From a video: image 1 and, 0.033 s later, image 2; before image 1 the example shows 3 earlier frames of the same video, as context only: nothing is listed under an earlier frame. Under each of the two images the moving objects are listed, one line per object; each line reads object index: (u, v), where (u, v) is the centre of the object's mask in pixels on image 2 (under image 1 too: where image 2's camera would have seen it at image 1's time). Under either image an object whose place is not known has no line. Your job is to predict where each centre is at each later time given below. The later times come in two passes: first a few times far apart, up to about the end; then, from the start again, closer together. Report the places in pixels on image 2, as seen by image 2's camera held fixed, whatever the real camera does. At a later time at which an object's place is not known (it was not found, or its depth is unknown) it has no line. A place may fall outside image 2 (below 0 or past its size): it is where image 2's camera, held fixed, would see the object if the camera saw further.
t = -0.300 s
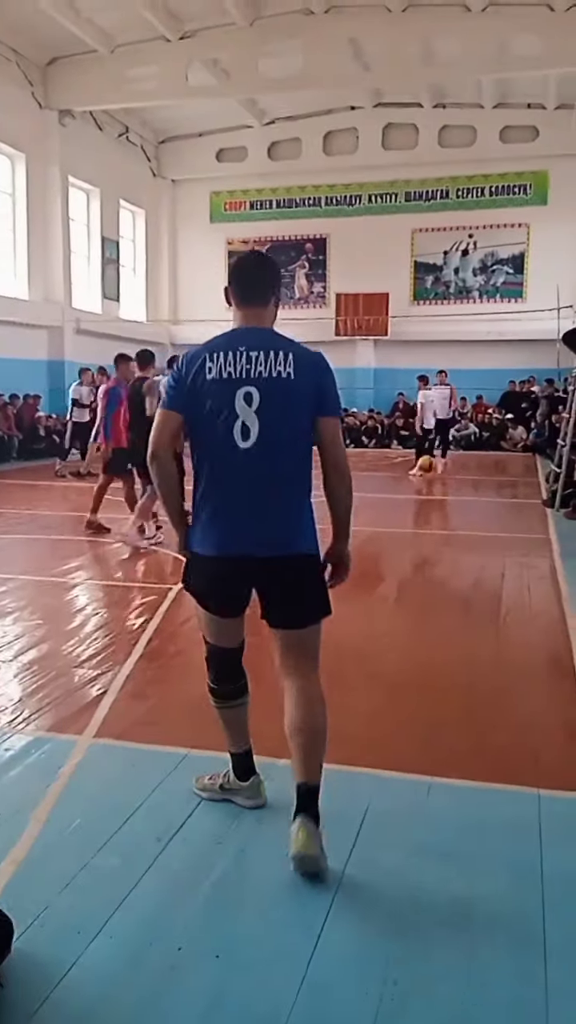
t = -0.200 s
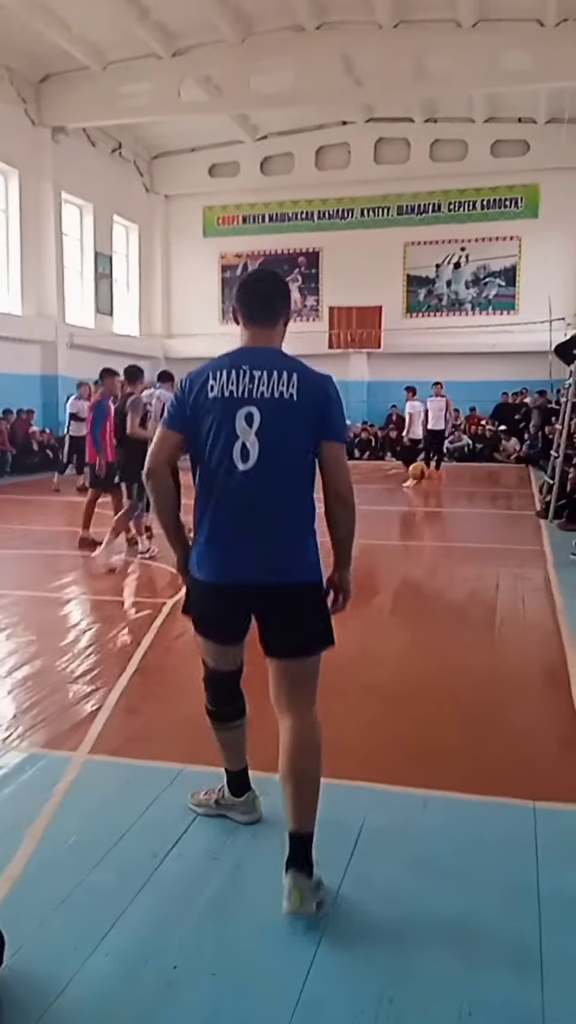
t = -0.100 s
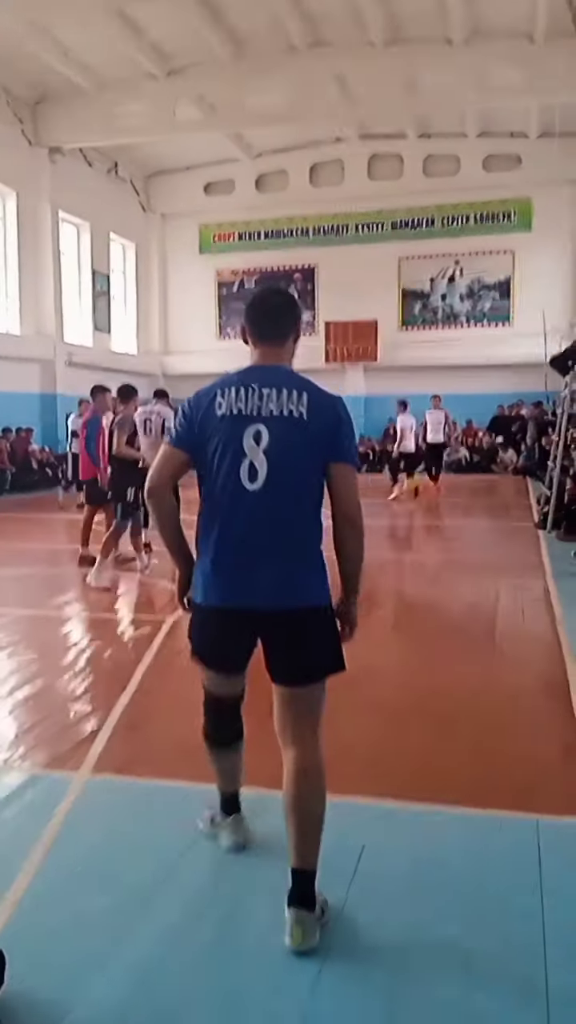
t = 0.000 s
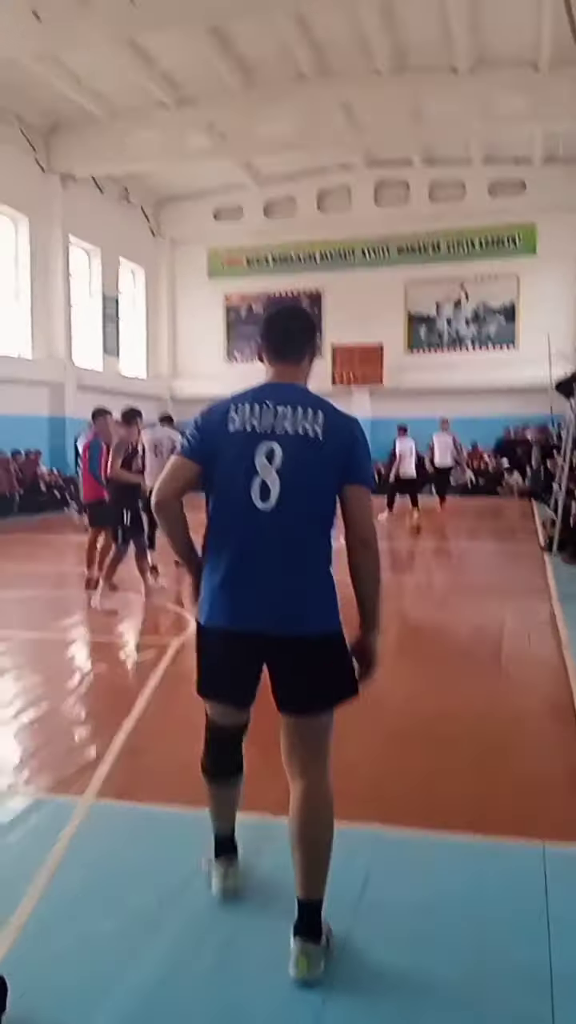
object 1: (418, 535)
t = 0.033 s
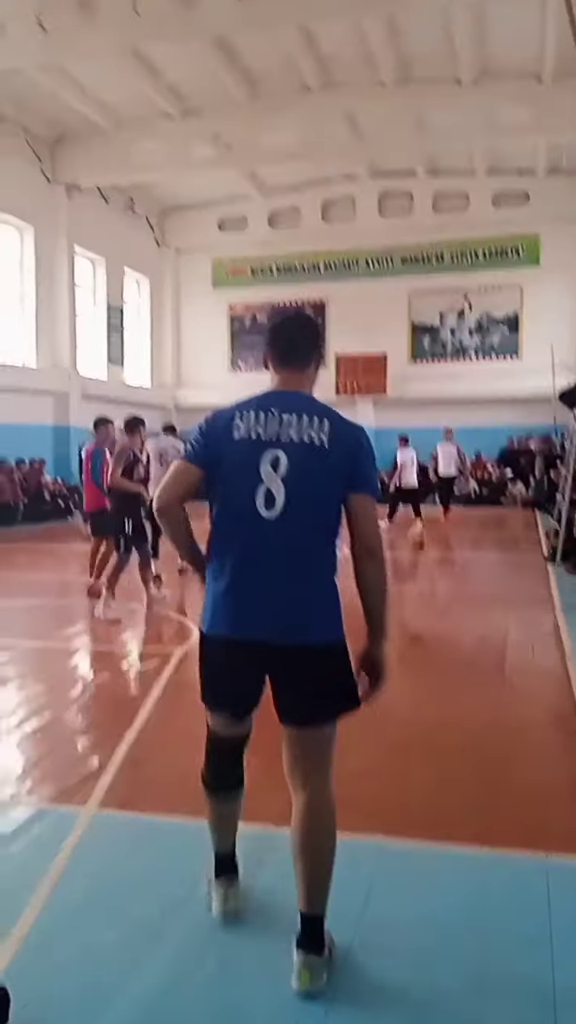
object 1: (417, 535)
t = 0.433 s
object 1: (402, 563)
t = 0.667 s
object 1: (390, 605)
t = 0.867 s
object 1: (376, 639)
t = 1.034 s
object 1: (361, 637)
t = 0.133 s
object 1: (412, 570)
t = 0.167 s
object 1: (413, 590)
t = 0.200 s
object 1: (412, 593)
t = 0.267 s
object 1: (410, 578)
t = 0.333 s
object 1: (408, 568)
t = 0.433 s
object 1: (402, 563)
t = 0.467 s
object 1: (401, 564)
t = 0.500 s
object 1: (399, 567)
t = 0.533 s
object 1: (396, 574)
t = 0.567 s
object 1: (396, 576)
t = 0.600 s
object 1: (394, 584)
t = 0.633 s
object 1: (391, 595)
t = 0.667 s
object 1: (390, 605)
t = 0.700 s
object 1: (389, 614)
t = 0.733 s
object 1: (388, 628)
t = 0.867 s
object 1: (376, 639)
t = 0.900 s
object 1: (374, 635)
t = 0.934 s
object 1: (371, 634)
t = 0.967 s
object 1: (370, 631)
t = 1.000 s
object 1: (366, 632)
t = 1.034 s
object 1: (361, 637)
